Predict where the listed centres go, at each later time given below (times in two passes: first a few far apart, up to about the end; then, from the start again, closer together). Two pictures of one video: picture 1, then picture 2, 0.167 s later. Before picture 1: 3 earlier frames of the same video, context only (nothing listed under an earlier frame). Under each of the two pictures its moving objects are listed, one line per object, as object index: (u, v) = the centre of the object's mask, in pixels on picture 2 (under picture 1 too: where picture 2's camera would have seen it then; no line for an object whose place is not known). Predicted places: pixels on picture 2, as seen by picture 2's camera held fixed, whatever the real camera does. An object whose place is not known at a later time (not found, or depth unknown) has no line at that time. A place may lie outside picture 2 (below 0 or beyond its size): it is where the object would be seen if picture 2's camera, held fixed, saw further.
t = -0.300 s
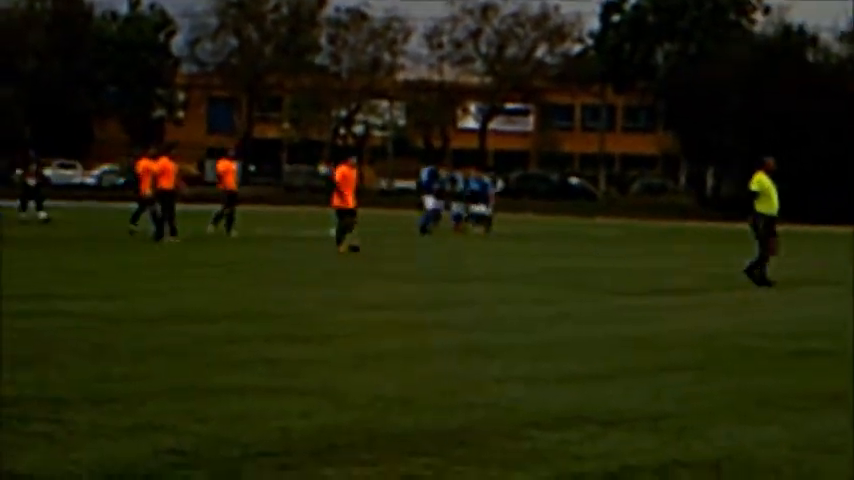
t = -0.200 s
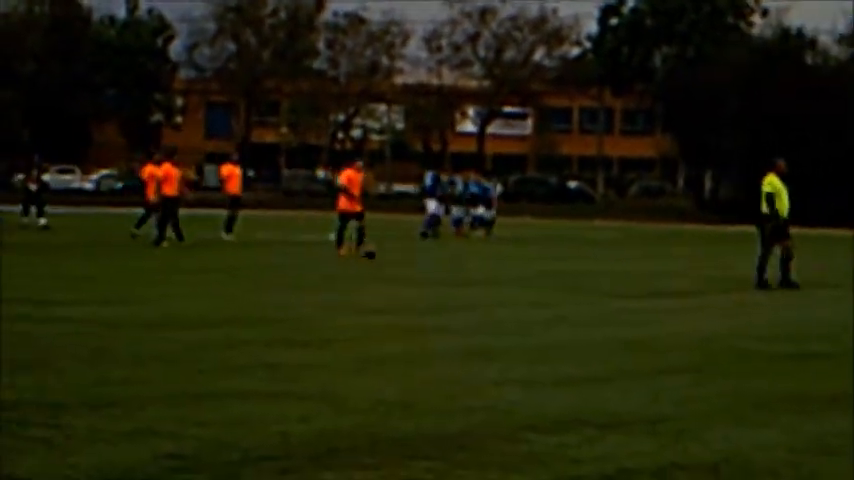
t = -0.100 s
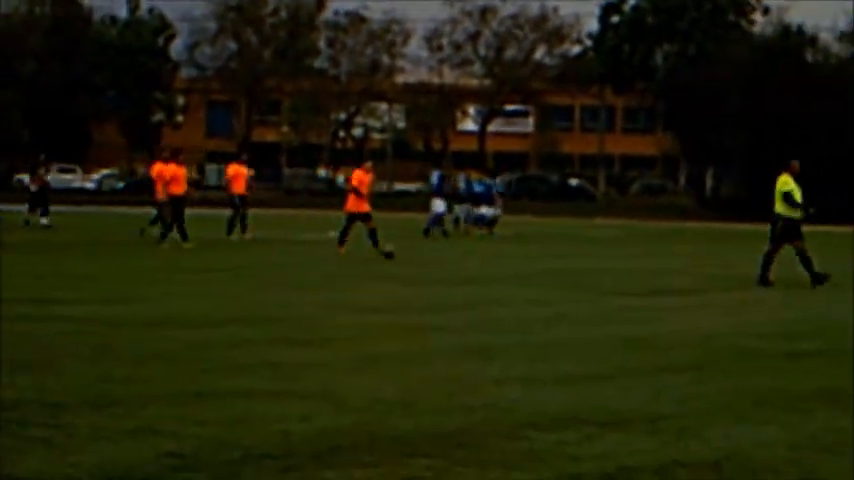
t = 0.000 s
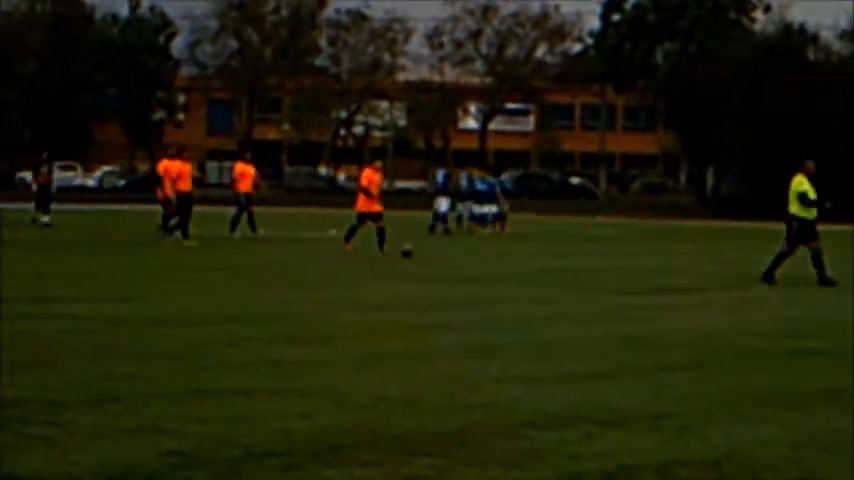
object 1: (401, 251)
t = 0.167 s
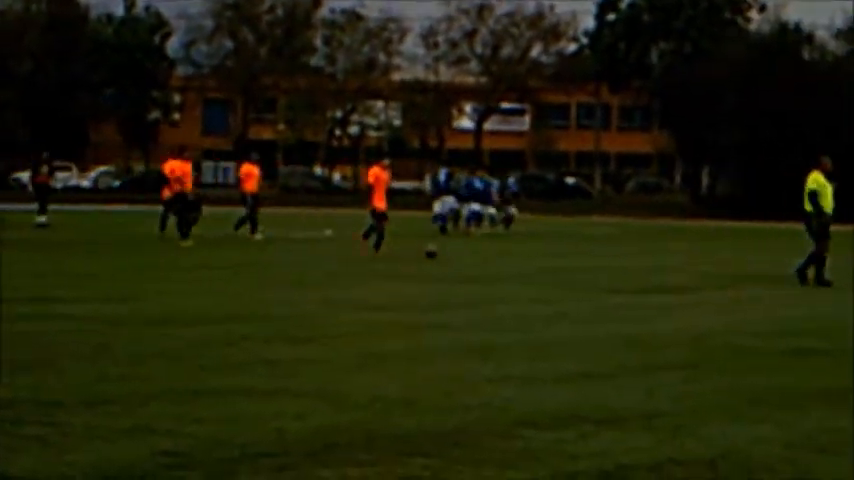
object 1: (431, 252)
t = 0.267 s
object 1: (448, 252)
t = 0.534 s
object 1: (493, 256)
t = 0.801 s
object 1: (541, 258)
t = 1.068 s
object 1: (587, 260)
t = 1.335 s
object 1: (632, 264)
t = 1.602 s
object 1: (678, 268)
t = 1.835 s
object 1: (718, 268)
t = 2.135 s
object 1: (768, 271)
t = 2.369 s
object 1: (807, 273)
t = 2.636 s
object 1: (849, 275)
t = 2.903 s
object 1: (891, 277)
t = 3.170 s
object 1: (930, 280)
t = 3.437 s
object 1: (970, 282)
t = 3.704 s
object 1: (1009, 284)
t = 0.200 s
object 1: (437, 252)
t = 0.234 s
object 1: (442, 252)
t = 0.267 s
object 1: (448, 252)
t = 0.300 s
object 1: (456, 252)
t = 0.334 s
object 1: (461, 254)
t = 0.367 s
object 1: (466, 254)
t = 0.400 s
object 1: (472, 254)
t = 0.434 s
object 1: (477, 255)
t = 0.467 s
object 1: (484, 255)
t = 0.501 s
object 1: (489, 255)
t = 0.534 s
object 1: (493, 256)
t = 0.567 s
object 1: (501, 256)
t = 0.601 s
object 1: (507, 256)
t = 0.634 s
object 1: (513, 257)
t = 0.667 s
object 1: (519, 257)
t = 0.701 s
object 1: (524, 256)
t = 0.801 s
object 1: (541, 258)
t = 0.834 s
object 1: (547, 259)
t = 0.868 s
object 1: (554, 259)
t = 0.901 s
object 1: (558, 260)
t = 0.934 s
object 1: (564, 260)
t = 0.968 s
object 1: (570, 260)
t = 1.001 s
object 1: (576, 261)
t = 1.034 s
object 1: (581, 260)
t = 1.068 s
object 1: (587, 260)
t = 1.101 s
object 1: (593, 262)
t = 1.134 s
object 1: (599, 262)
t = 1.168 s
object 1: (604, 263)
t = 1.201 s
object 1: (611, 261)
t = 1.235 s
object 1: (616, 263)
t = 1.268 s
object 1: (622, 263)
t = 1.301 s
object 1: (627, 264)
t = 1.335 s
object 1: (632, 264)
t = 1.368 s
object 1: (638, 265)
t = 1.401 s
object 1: (644, 264)
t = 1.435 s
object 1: (650, 265)
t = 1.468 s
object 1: (656, 264)
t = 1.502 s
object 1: (661, 265)
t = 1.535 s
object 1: (667, 265)
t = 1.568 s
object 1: (672, 266)
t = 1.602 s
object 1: (678, 268)
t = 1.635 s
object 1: (684, 266)
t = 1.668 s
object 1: (689, 267)
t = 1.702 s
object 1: (695, 267)
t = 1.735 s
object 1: (702, 267)
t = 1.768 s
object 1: (707, 268)
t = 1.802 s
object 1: (712, 268)
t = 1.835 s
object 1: (718, 268)
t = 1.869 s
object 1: (723, 268)
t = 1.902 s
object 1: (729, 269)
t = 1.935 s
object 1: (735, 269)
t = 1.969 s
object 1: (741, 269)
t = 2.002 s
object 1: (746, 269)
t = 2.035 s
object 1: (752, 270)
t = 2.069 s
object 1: (757, 270)
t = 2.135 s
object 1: (768, 271)
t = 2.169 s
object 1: (774, 272)
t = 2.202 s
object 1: (780, 272)
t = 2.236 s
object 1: (784, 272)
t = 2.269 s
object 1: (791, 273)
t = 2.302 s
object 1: (796, 273)
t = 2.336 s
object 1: (800, 273)
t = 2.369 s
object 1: (807, 273)
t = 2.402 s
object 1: (812, 273)
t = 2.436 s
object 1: (818, 273)
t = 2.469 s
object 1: (823, 274)
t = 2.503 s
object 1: (828, 275)
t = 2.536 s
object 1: (833, 275)
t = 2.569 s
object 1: (838, 275)
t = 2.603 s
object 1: (844, 275)
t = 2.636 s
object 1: (849, 275)
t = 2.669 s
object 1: (855, 275)
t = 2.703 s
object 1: (860, 276)
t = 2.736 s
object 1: (865, 275)
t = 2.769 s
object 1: (871, 276)
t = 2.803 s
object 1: (875, 277)
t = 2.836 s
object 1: (880, 277)
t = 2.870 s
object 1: (885, 277)
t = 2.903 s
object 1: (891, 277)
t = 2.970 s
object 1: (901, 278)
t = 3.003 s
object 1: (907, 278)
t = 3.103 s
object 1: (921, 279)
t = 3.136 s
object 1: (926, 279)
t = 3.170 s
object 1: (930, 280)
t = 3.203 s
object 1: (936, 280)
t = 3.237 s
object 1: (941, 280)
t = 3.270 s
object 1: (946, 280)
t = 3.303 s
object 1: (951, 281)
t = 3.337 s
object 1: (955, 282)
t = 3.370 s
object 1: (961, 282)
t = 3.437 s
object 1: (970, 282)
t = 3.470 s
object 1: (974, 282)
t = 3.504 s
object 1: (979, 282)
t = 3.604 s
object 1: (992, 283)
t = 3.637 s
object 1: (998, 284)
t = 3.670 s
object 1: (1003, 284)
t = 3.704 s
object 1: (1009, 284)
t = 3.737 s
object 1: (1012, 285)
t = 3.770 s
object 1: (1018, 285)
